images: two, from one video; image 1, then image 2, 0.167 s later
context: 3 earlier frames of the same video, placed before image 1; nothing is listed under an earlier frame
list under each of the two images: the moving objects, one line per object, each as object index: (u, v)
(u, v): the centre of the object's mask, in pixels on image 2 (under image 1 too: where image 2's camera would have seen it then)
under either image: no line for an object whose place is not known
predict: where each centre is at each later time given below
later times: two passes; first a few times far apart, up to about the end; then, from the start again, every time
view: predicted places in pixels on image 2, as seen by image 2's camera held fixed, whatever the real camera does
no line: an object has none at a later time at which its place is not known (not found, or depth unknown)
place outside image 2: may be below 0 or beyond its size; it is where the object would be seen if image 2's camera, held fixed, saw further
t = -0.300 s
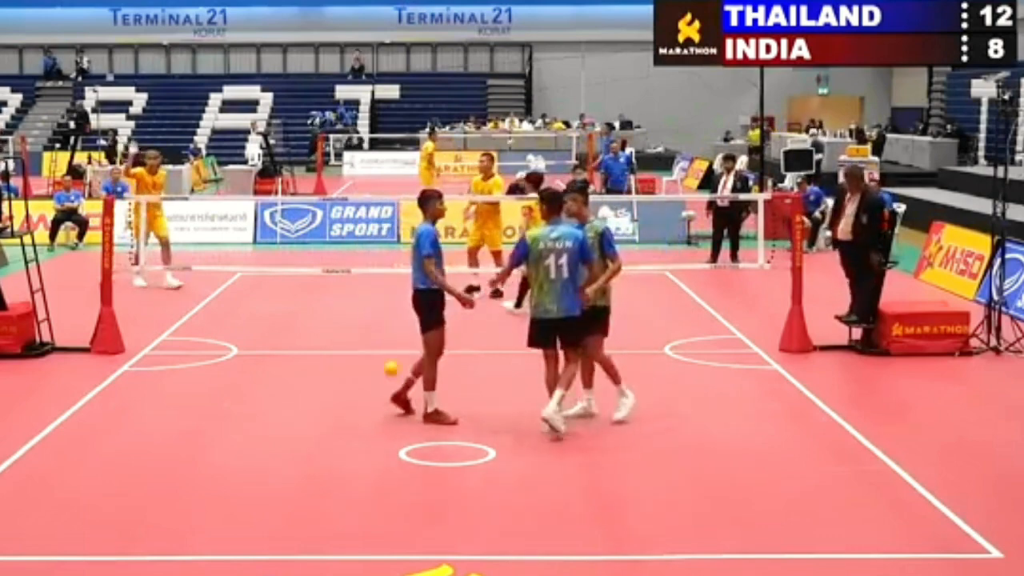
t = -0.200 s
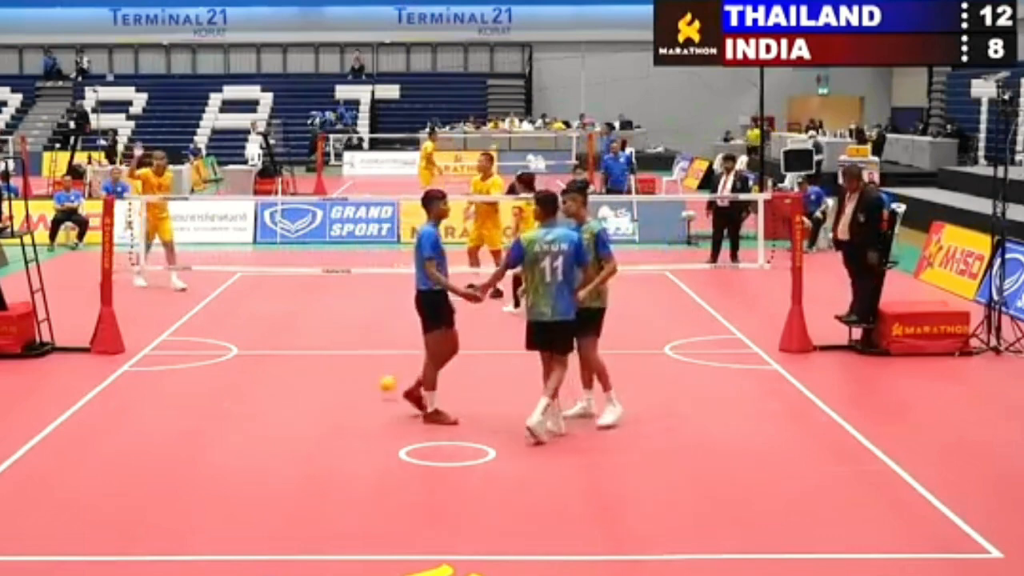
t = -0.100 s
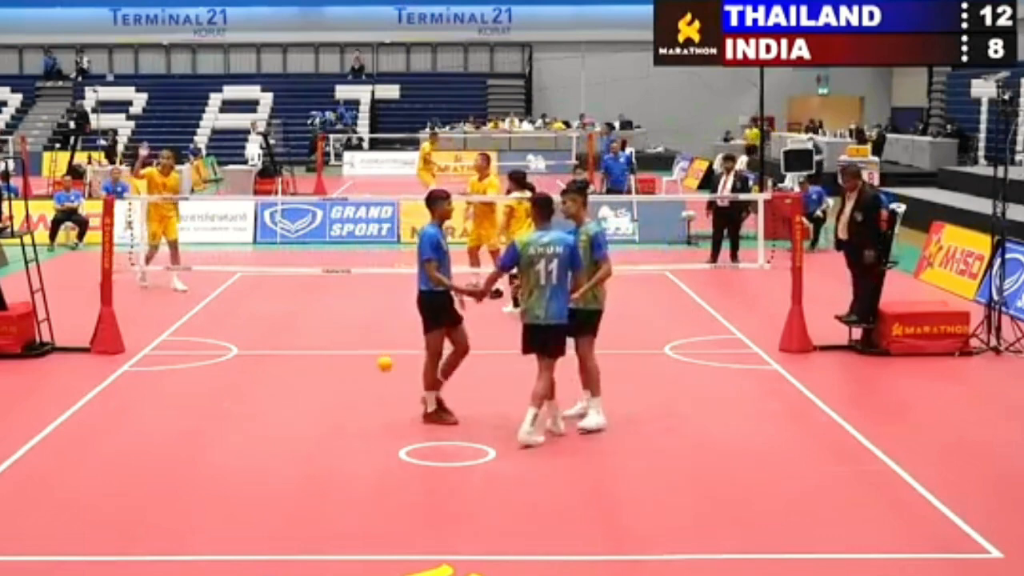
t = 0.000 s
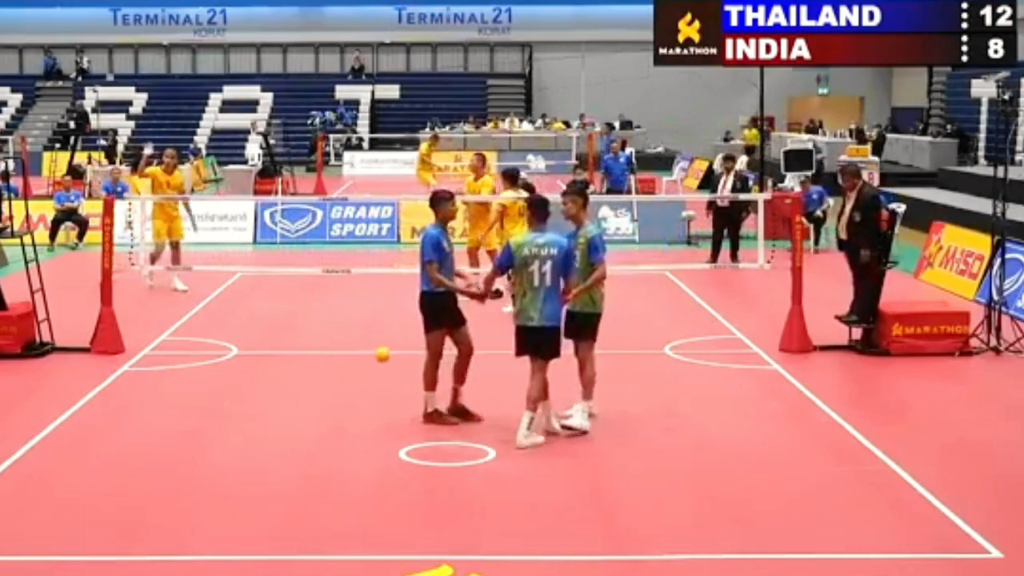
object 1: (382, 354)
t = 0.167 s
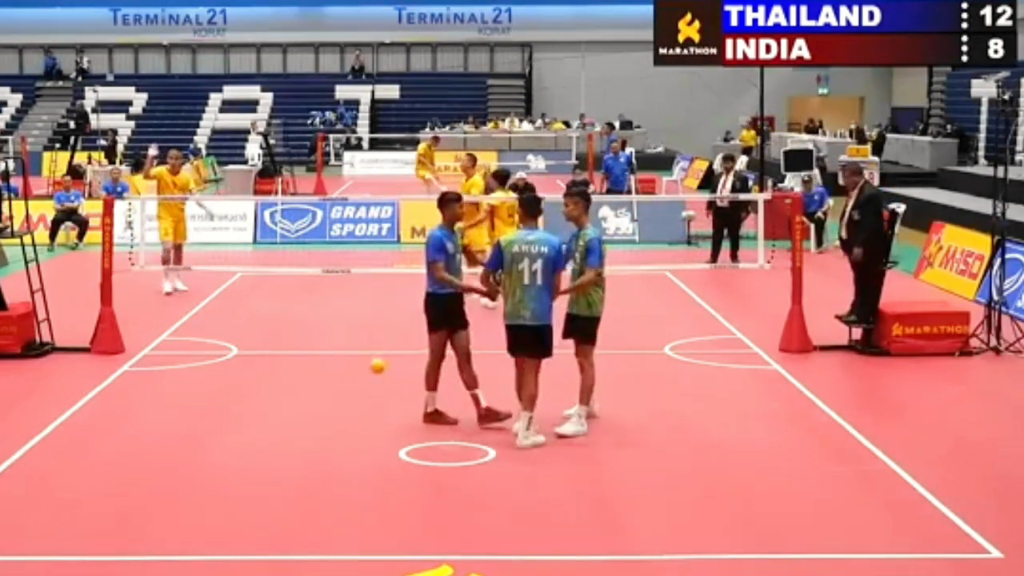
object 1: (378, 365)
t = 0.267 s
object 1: (375, 387)
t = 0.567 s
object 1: (366, 378)
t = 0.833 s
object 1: (357, 375)
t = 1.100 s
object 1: (348, 374)
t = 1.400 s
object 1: (337, 371)
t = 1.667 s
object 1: (328, 368)
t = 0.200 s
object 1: (377, 371)
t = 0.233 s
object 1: (375, 378)
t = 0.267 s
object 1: (375, 387)
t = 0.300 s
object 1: (373, 381)
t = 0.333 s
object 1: (372, 376)
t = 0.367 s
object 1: (371, 372)
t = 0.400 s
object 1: (370, 370)
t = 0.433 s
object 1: (369, 370)
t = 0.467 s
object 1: (368, 370)
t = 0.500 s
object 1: (367, 371)
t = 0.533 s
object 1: (366, 374)
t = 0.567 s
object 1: (366, 378)
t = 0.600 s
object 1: (364, 379)
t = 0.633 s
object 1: (363, 377)
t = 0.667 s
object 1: (362, 375)
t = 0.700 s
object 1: (361, 375)
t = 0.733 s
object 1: (360, 375)
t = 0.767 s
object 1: (359, 378)
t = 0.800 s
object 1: (358, 377)
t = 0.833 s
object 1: (357, 375)
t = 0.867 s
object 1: (356, 376)
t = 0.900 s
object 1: (354, 377)
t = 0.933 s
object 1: (353, 376)
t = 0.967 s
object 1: (352, 376)
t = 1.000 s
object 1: (351, 375)
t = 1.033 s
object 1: (350, 375)
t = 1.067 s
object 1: (349, 374)
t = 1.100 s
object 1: (348, 374)
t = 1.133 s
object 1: (346, 374)
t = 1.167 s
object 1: (345, 373)
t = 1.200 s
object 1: (344, 372)
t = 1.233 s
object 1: (342, 372)
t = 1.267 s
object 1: (342, 372)
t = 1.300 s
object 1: (340, 372)
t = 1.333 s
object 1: (339, 371)
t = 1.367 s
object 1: (338, 371)
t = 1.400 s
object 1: (337, 371)
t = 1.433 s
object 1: (336, 370)
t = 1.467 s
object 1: (335, 370)
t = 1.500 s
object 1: (334, 370)
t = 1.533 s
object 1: (333, 370)
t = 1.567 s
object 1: (332, 369)
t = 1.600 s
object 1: (330, 369)
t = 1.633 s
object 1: (329, 368)
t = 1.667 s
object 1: (328, 368)
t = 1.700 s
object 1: (327, 368)
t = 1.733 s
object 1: (326, 368)
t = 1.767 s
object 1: (324, 367)
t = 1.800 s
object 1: (323, 367)
